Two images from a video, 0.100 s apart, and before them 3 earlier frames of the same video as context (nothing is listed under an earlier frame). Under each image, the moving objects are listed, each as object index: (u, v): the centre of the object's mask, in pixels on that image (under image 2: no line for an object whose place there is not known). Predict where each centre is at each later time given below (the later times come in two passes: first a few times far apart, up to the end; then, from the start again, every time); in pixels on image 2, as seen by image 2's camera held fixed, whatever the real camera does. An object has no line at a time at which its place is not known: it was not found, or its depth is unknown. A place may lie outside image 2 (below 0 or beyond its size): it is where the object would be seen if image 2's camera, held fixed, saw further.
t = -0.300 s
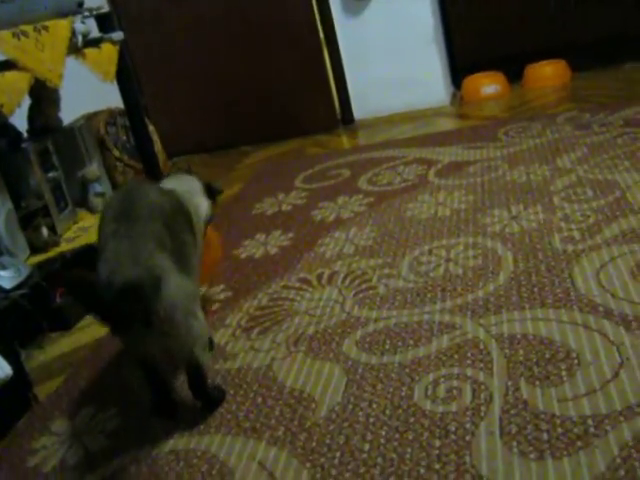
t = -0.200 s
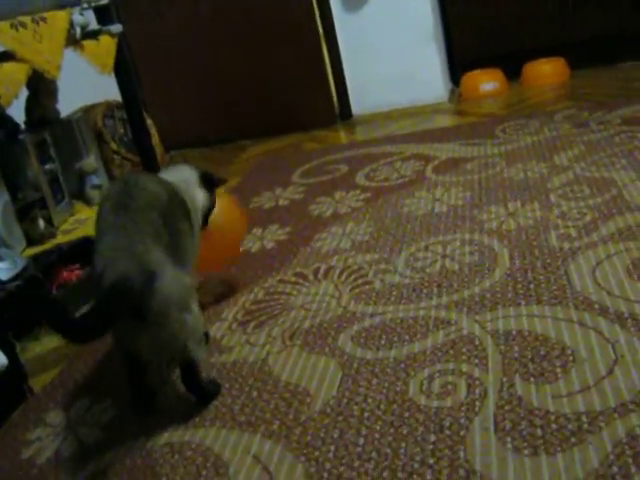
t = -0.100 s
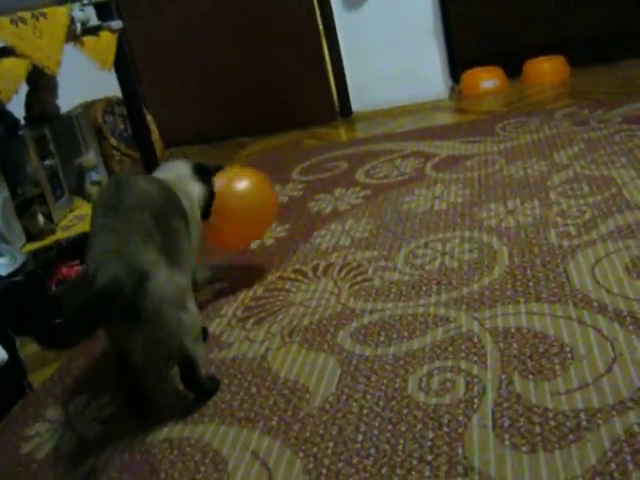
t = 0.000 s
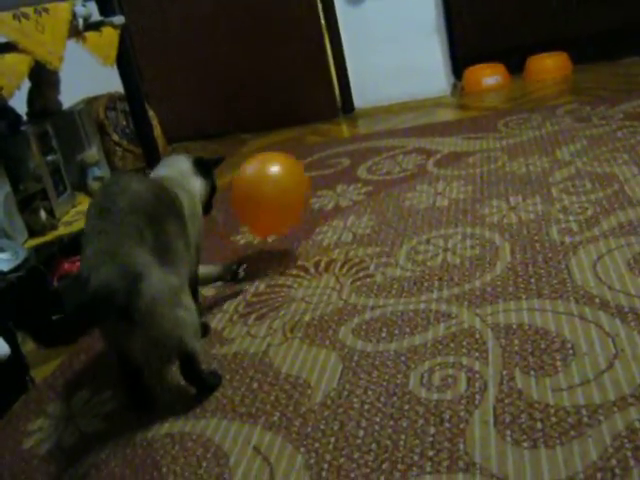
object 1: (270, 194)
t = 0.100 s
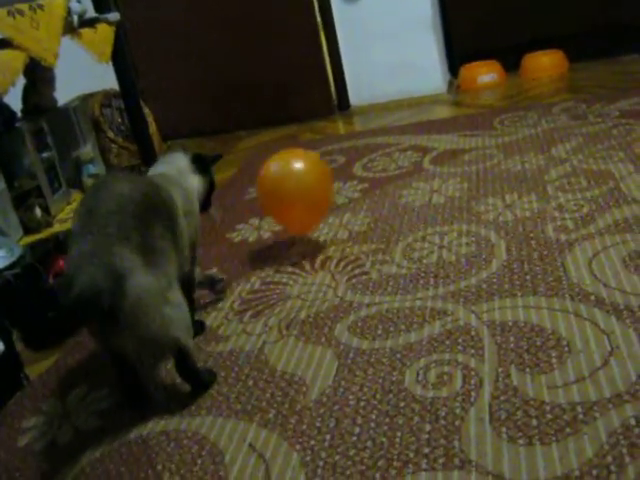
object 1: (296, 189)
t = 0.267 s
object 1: (335, 199)
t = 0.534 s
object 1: (341, 165)
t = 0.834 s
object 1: (352, 181)
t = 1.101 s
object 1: (365, 164)
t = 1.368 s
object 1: (379, 164)
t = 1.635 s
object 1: (387, 158)
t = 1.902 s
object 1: (389, 155)
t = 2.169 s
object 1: (386, 156)
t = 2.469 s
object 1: (376, 160)
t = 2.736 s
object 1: (365, 164)
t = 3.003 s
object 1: (359, 165)
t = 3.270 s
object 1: (358, 164)
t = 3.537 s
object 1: (357, 164)
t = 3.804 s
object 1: (356, 163)
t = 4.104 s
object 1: (355, 164)
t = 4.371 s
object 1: (356, 164)
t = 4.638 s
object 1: (356, 163)
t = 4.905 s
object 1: (356, 163)
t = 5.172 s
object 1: (357, 164)
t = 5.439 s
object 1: (357, 164)
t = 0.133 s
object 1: (306, 191)
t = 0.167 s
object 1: (314, 194)
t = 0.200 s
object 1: (325, 197)
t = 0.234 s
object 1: (332, 202)
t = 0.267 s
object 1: (335, 199)
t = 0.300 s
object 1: (336, 190)
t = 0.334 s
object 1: (336, 184)
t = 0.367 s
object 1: (337, 179)
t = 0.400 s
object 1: (338, 173)
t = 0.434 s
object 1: (338, 170)
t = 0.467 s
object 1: (339, 167)
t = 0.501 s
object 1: (341, 165)
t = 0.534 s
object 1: (341, 165)
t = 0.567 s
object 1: (342, 165)
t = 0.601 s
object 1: (343, 166)
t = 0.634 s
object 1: (344, 167)
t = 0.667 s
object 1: (346, 170)
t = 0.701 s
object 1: (347, 173)
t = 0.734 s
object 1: (349, 176)
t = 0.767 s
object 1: (350, 183)
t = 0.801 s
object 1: (351, 184)
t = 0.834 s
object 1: (352, 181)
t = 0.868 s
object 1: (355, 174)
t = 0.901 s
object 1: (356, 170)
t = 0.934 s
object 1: (357, 168)
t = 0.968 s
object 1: (358, 166)
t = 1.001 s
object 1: (360, 164)
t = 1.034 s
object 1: (362, 163)
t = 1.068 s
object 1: (364, 163)
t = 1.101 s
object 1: (365, 164)
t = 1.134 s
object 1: (367, 165)
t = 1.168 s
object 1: (369, 168)
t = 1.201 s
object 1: (370, 170)
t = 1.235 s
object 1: (372, 168)
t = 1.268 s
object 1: (374, 167)
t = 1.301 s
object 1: (375, 165)
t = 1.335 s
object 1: (377, 164)
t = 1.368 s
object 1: (379, 164)
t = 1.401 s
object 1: (380, 164)
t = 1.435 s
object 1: (381, 163)
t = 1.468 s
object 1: (382, 162)
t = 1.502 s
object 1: (383, 161)
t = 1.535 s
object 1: (384, 160)
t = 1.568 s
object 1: (386, 159)
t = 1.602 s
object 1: (387, 158)
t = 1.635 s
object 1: (387, 158)
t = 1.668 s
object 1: (388, 157)
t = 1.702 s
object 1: (389, 157)
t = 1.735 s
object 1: (389, 156)
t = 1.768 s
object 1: (390, 156)
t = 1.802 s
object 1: (390, 156)
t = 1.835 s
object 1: (390, 155)
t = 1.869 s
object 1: (390, 155)
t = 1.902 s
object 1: (389, 155)
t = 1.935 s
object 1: (389, 155)
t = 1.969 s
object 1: (389, 155)
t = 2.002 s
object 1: (389, 155)
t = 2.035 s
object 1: (388, 155)
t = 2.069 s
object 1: (388, 156)
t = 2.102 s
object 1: (388, 156)
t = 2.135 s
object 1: (386, 156)
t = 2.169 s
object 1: (386, 156)
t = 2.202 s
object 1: (385, 156)
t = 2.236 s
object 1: (384, 157)
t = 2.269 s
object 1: (383, 157)
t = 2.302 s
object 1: (382, 157)
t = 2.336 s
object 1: (382, 157)
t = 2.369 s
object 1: (380, 158)
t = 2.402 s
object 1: (379, 159)
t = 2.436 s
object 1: (378, 159)
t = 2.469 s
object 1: (376, 160)
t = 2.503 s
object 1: (375, 160)
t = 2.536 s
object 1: (374, 161)
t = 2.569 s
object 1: (371, 162)
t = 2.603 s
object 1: (370, 163)
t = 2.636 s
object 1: (369, 163)
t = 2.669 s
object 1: (368, 163)
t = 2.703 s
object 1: (366, 163)
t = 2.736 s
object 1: (365, 164)
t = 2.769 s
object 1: (364, 163)
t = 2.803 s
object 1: (363, 164)
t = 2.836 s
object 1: (362, 164)
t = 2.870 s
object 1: (360, 165)
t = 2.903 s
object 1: (360, 165)
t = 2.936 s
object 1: (359, 165)
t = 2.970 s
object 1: (359, 165)
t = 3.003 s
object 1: (359, 165)
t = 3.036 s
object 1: (359, 164)
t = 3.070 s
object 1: (359, 164)
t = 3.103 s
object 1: (359, 164)
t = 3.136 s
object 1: (359, 164)
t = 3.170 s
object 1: (358, 164)
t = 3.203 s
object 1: (358, 164)
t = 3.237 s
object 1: (358, 164)
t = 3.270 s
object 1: (358, 164)
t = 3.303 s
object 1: (358, 164)
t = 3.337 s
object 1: (358, 164)
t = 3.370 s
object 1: (358, 164)
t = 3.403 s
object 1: (358, 164)
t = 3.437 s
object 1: (358, 164)
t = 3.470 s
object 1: (358, 164)
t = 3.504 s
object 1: (358, 164)
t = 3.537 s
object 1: (357, 164)
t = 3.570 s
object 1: (358, 163)
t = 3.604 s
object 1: (358, 163)
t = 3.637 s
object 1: (357, 163)
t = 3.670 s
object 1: (357, 164)
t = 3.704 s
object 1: (357, 163)
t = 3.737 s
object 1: (357, 164)
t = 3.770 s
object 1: (356, 163)
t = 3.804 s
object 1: (356, 163)
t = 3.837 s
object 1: (356, 163)
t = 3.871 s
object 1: (356, 163)
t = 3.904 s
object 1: (356, 164)
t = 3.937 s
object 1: (355, 163)
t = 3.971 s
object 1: (356, 164)
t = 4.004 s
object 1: (355, 163)
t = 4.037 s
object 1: (355, 163)
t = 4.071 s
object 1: (355, 164)
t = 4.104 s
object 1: (355, 164)
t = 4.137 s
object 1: (355, 163)
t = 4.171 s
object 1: (355, 163)
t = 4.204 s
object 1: (355, 163)
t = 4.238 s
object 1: (355, 163)
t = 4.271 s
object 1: (355, 163)
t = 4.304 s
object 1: (355, 163)
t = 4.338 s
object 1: (355, 163)
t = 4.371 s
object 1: (356, 164)
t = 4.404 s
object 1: (356, 163)
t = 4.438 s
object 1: (356, 163)
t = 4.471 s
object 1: (356, 163)
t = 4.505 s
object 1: (356, 163)
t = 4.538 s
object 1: (356, 163)
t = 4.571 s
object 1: (356, 163)
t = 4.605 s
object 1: (356, 163)
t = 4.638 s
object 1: (356, 163)
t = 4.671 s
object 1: (356, 164)
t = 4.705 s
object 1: (356, 164)
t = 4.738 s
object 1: (356, 164)
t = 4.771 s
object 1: (357, 164)
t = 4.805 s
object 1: (356, 164)
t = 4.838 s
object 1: (357, 163)
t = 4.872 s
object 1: (356, 164)
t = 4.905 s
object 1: (356, 163)
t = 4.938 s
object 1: (357, 163)
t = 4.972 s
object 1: (357, 163)
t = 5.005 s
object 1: (357, 163)
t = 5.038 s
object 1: (356, 164)
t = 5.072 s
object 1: (356, 164)
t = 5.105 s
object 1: (357, 163)
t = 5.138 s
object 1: (357, 164)
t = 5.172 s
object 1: (357, 164)
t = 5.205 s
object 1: (356, 164)
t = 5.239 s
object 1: (357, 164)
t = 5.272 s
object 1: (357, 164)
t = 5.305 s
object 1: (356, 164)
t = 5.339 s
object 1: (357, 164)
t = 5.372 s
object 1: (357, 164)
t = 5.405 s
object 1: (357, 163)
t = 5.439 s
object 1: (357, 164)
